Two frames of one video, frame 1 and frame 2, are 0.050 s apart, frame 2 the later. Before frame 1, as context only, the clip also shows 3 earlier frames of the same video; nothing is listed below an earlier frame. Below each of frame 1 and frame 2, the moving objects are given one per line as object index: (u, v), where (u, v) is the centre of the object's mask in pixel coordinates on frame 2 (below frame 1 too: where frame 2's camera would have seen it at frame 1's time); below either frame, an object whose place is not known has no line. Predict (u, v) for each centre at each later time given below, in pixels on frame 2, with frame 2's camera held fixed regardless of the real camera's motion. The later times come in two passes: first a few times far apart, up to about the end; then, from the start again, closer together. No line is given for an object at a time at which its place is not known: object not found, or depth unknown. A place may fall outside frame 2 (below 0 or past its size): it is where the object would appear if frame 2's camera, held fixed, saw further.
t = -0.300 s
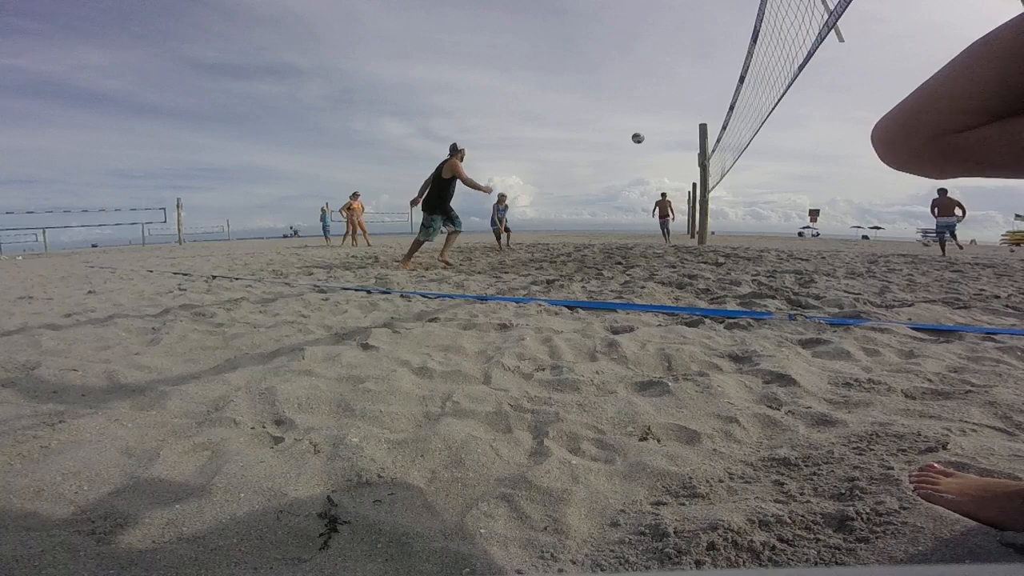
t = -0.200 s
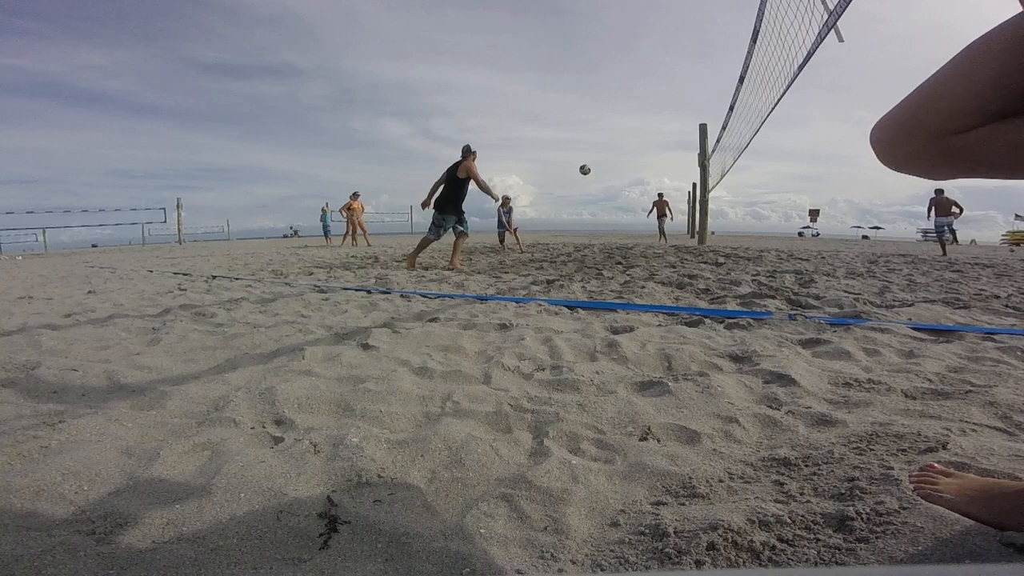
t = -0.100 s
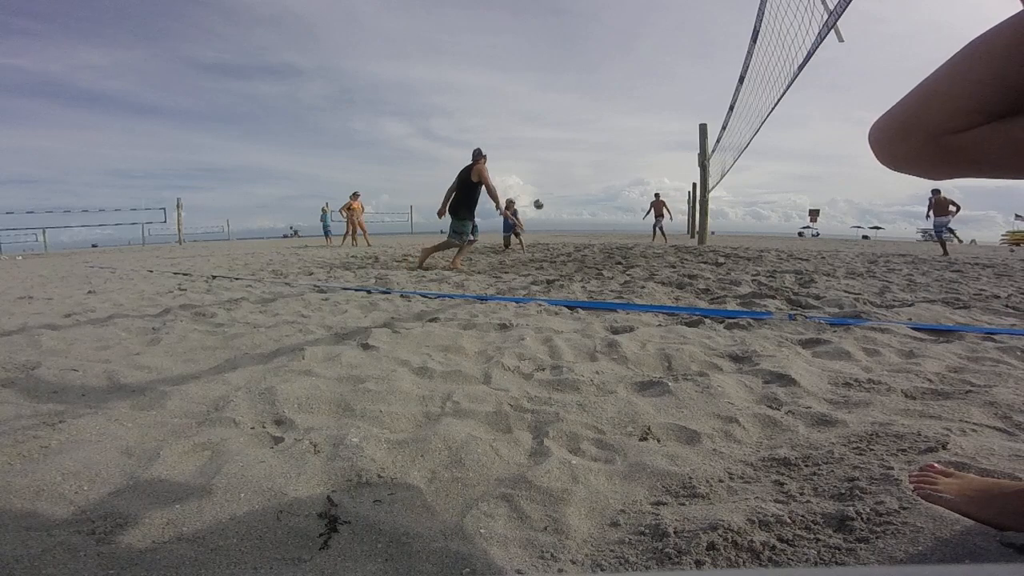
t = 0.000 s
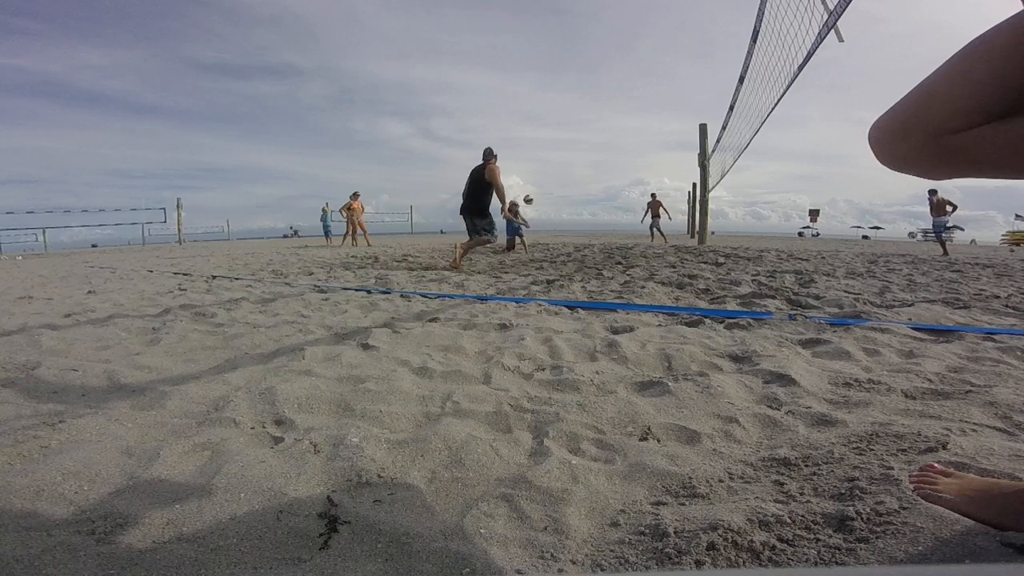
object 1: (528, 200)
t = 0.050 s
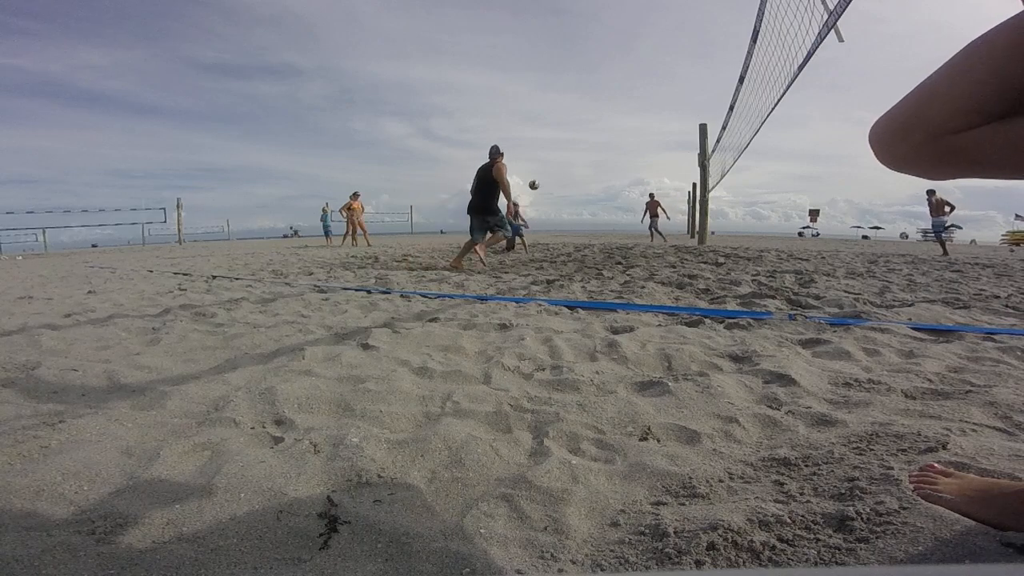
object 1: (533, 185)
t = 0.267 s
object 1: (557, 135)
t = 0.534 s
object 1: (589, 104)
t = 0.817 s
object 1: (629, 106)
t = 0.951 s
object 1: (650, 122)
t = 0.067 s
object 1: (535, 181)
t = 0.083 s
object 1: (537, 176)
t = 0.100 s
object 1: (539, 172)
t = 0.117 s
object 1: (540, 167)
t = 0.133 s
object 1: (542, 163)
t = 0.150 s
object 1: (544, 159)
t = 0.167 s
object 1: (546, 155)
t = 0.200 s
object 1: (549, 148)
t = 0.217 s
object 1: (551, 145)
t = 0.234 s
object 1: (553, 141)
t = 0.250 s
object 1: (555, 138)
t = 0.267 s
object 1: (557, 135)
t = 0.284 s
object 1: (559, 132)
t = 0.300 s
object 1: (561, 130)
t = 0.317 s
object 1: (563, 127)
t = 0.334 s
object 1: (564, 124)
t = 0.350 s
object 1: (566, 122)
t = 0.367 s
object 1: (569, 120)
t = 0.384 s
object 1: (571, 118)
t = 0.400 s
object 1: (573, 116)
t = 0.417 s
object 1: (574, 114)
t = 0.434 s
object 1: (577, 112)
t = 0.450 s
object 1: (578, 111)
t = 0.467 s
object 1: (581, 109)
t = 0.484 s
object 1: (583, 108)
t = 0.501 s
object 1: (585, 106)
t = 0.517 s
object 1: (587, 105)
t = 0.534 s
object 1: (589, 104)
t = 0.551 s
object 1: (591, 103)
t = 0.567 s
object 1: (593, 102)
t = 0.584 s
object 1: (596, 102)
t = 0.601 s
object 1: (598, 101)
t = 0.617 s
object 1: (600, 101)
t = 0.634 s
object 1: (602, 101)
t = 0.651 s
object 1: (604, 101)
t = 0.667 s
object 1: (607, 100)
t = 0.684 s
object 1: (609, 101)
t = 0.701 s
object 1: (612, 101)
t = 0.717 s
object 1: (614, 101)
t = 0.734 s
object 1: (616, 102)
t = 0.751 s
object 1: (619, 102)
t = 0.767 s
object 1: (621, 103)
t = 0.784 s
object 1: (624, 104)
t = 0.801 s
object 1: (626, 105)
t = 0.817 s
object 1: (629, 106)
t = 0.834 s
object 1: (631, 108)
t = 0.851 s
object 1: (634, 109)
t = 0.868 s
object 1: (636, 111)
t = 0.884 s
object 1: (639, 113)
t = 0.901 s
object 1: (642, 115)
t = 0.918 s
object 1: (644, 117)
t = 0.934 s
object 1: (647, 119)
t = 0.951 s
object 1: (650, 122)
